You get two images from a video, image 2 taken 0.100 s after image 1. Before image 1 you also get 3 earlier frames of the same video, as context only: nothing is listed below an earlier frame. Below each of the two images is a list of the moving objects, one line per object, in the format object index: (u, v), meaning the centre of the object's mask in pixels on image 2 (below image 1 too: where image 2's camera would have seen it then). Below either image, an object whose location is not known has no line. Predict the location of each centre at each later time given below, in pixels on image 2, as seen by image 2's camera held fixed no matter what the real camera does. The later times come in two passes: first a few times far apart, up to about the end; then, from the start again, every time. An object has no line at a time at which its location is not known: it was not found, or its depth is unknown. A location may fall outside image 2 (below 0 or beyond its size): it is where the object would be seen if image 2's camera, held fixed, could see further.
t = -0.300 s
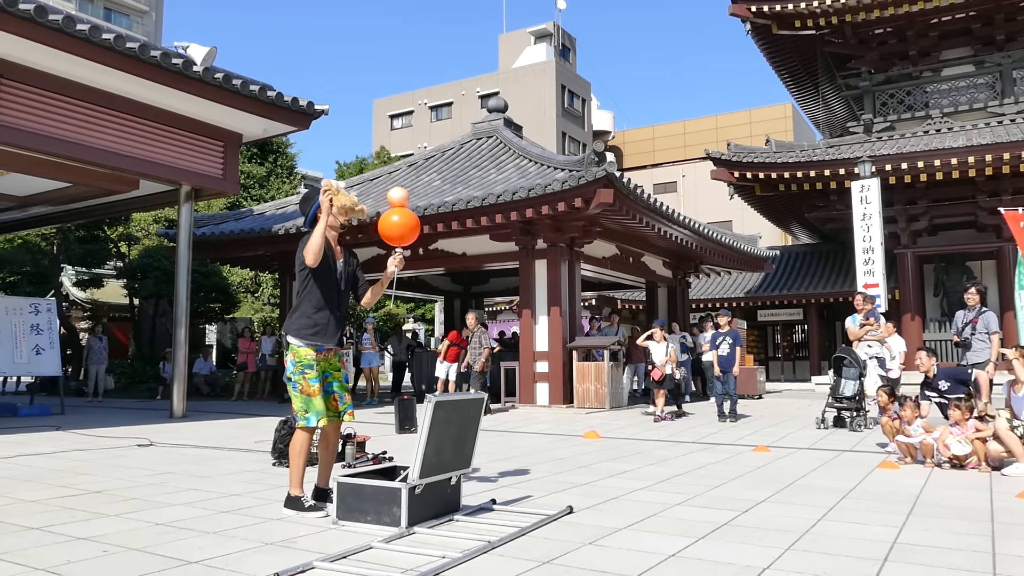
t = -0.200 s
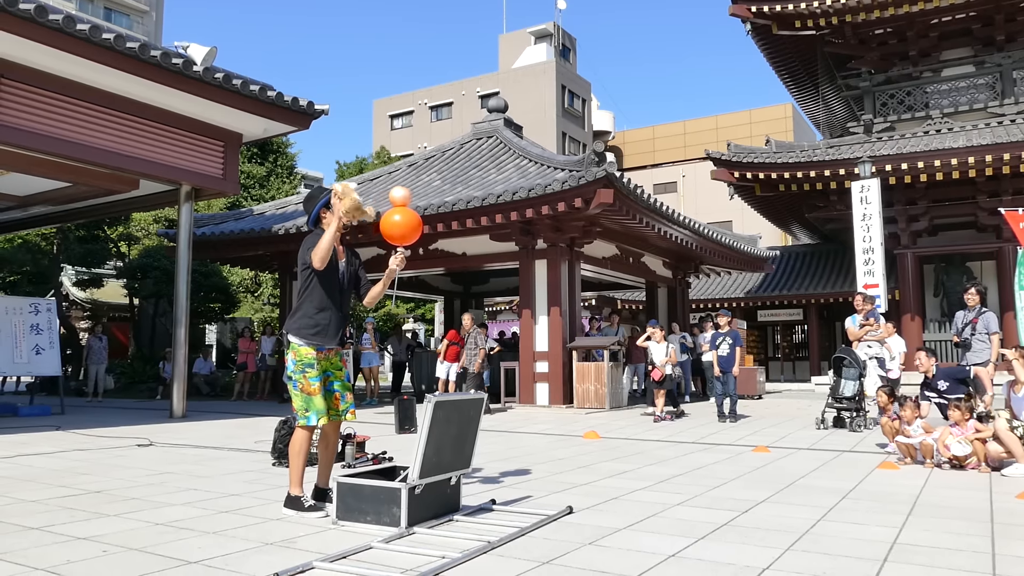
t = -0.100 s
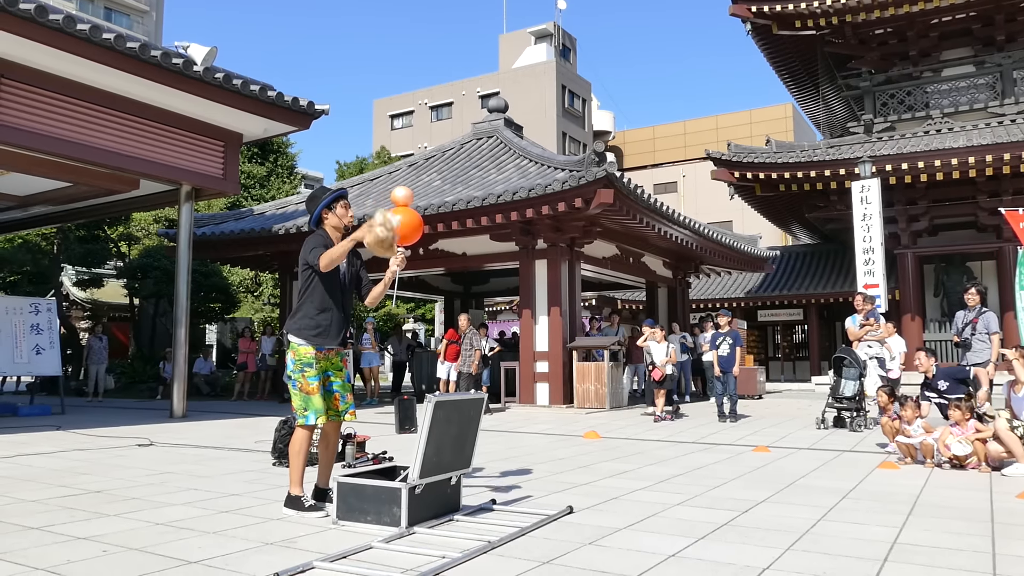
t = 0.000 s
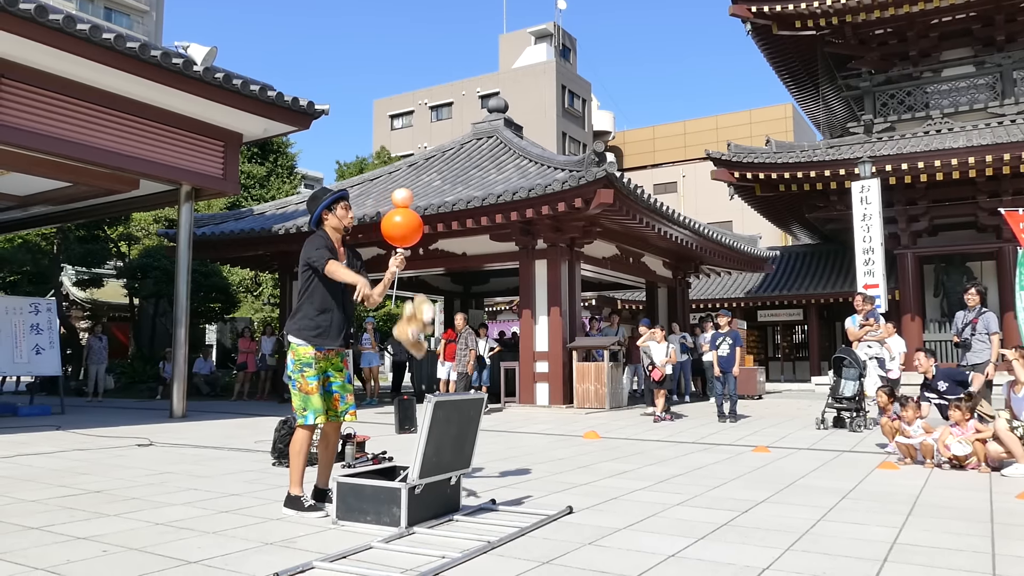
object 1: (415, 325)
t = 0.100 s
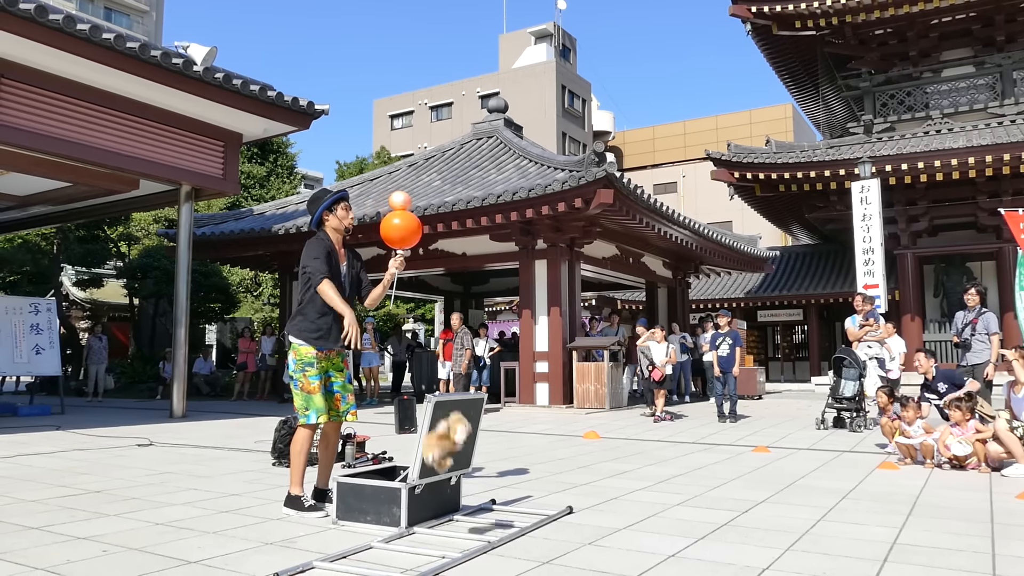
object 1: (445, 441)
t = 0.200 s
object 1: (472, 545)
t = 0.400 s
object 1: (513, 539)
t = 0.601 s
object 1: (529, 552)
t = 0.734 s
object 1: (529, 552)
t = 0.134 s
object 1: (453, 485)
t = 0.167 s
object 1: (462, 528)
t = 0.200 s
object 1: (472, 545)
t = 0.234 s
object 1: (477, 538)
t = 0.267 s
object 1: (484, 532)
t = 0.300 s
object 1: (490, 529)
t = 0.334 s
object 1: (498, 530)
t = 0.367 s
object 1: (506, 533)
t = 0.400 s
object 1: (513, 539)
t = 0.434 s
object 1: (521, 546)
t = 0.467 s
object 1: (526, 550)
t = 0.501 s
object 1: (529, 550)
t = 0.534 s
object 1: (529, 550)
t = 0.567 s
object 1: (529, 551)
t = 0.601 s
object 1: (529, 552)
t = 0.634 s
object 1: (529, 552)
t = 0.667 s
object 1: (529, 552)
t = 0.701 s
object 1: (529, 552)
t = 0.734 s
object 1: (529, 552)
